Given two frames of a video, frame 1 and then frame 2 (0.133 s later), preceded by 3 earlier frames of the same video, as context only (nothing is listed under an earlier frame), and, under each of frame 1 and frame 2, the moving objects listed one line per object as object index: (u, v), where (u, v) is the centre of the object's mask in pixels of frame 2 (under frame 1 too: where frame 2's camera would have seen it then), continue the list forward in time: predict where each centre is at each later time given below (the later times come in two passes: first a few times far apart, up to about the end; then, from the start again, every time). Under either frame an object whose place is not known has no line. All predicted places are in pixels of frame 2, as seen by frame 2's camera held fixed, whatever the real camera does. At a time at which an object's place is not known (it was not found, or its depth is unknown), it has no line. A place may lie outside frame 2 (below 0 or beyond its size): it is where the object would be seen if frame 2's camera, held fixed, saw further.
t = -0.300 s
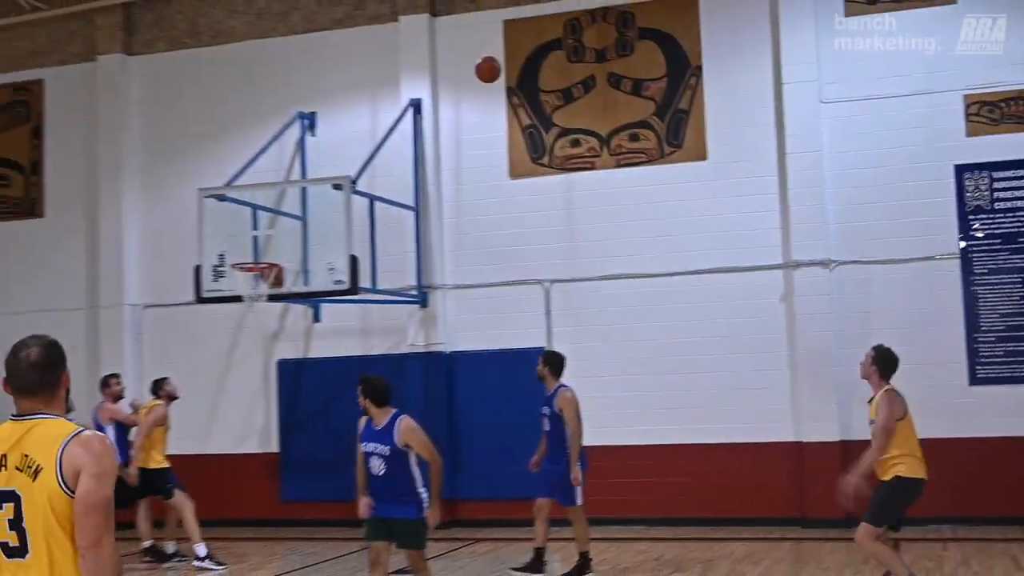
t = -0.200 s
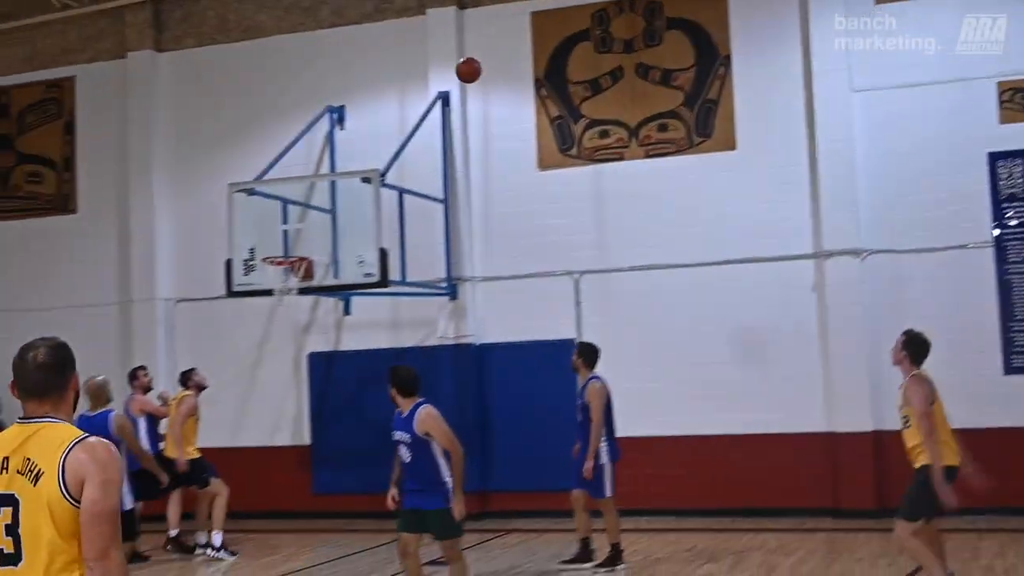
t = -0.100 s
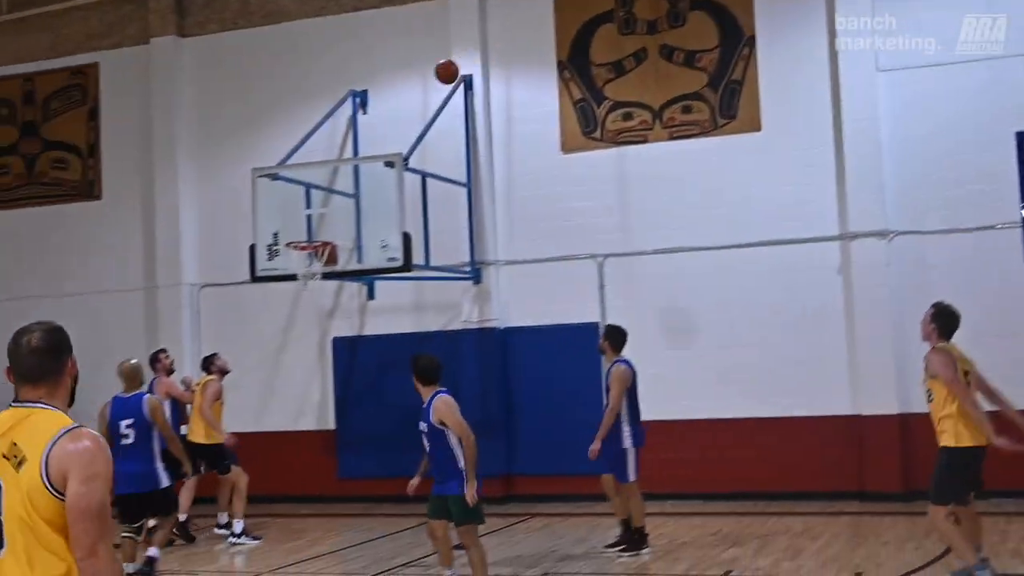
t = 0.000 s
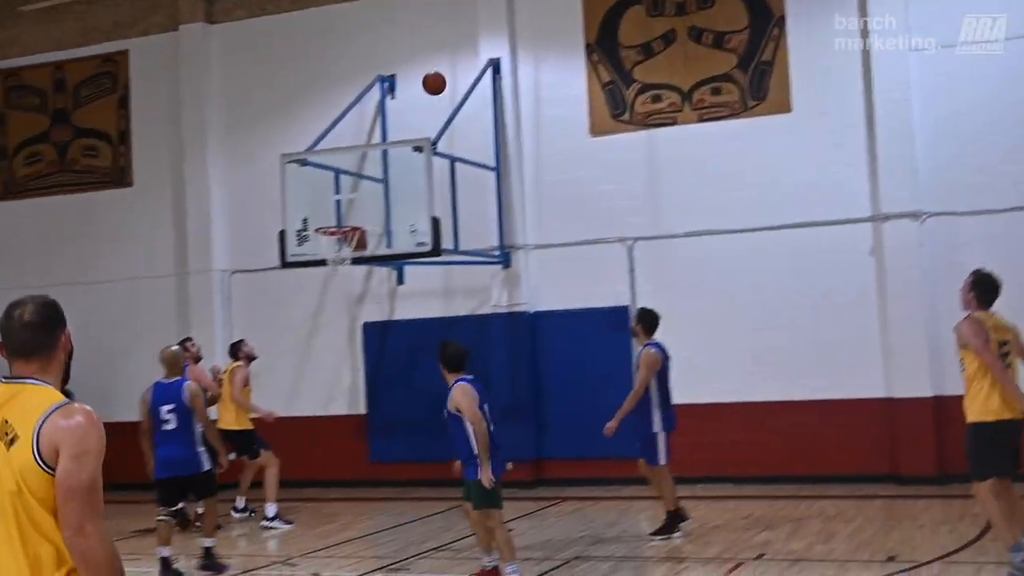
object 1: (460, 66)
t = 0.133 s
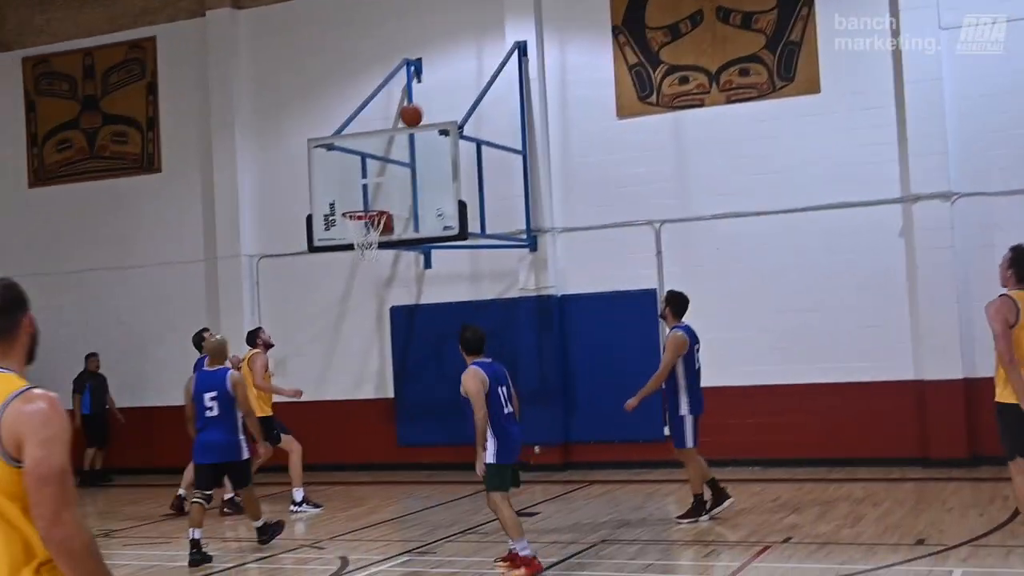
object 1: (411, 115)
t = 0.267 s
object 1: (366, 177)
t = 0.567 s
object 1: (326, 143)
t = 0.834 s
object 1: (303, 128)
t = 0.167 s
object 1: (399, 130)
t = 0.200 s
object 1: (388, 145)
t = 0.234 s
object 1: (377, 159)
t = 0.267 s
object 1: (366, 177)
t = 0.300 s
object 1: (356, 193)
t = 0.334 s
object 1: (347, 205)
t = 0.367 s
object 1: (344, 194)
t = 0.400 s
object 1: (341, 183)
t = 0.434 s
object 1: (338, 173)
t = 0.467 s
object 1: (335, 164)
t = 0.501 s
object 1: (331, 156)
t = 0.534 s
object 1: (329, 149)
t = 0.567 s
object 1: (326, 143)
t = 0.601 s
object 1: (323, 139)
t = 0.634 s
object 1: (320, 135)
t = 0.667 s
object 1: (317, 132)
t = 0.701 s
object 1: (314, 130)
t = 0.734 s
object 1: (312, 129)
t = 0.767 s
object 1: (309, 128)
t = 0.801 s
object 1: (306, 128)
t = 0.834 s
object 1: (303, 128)
